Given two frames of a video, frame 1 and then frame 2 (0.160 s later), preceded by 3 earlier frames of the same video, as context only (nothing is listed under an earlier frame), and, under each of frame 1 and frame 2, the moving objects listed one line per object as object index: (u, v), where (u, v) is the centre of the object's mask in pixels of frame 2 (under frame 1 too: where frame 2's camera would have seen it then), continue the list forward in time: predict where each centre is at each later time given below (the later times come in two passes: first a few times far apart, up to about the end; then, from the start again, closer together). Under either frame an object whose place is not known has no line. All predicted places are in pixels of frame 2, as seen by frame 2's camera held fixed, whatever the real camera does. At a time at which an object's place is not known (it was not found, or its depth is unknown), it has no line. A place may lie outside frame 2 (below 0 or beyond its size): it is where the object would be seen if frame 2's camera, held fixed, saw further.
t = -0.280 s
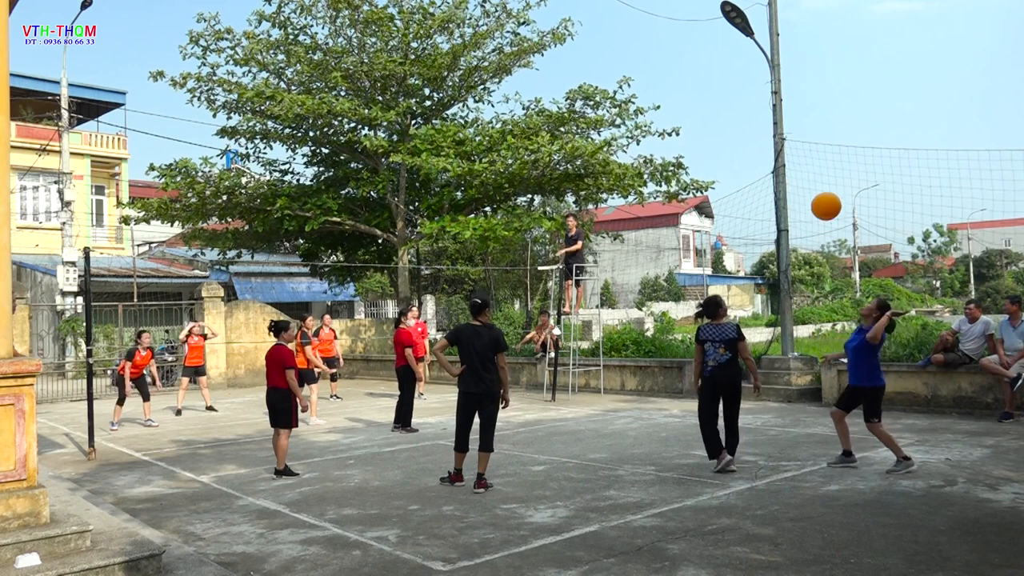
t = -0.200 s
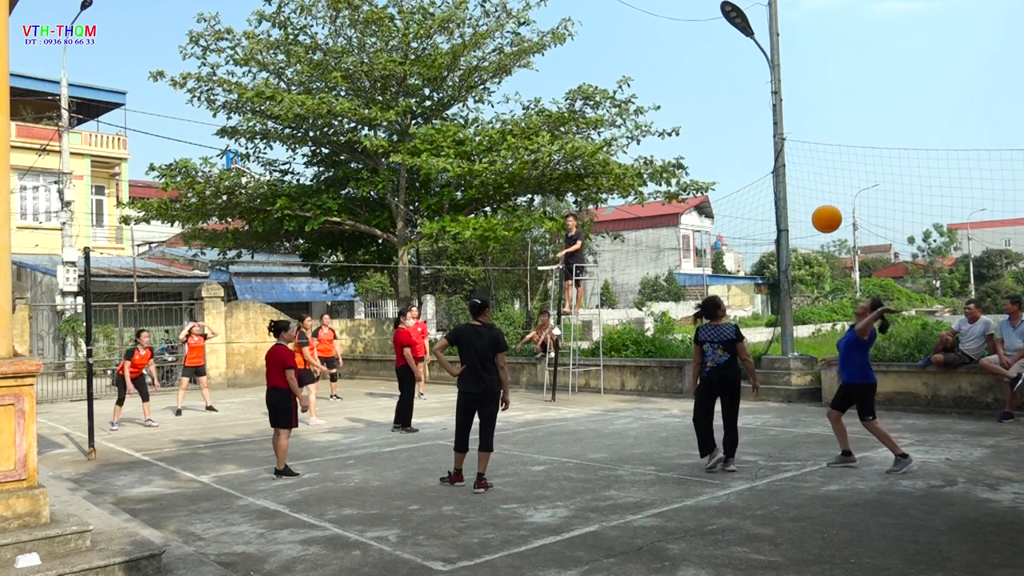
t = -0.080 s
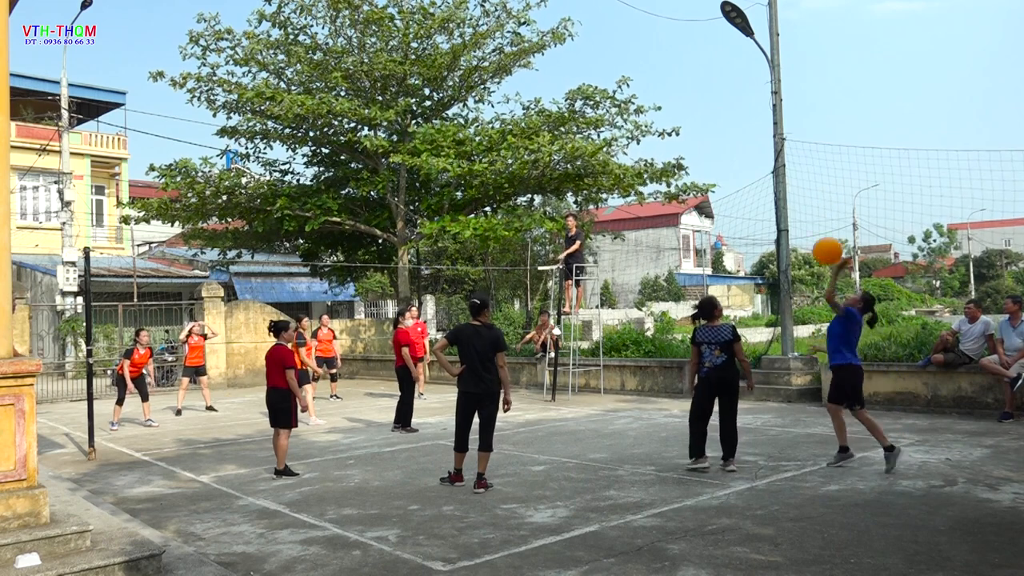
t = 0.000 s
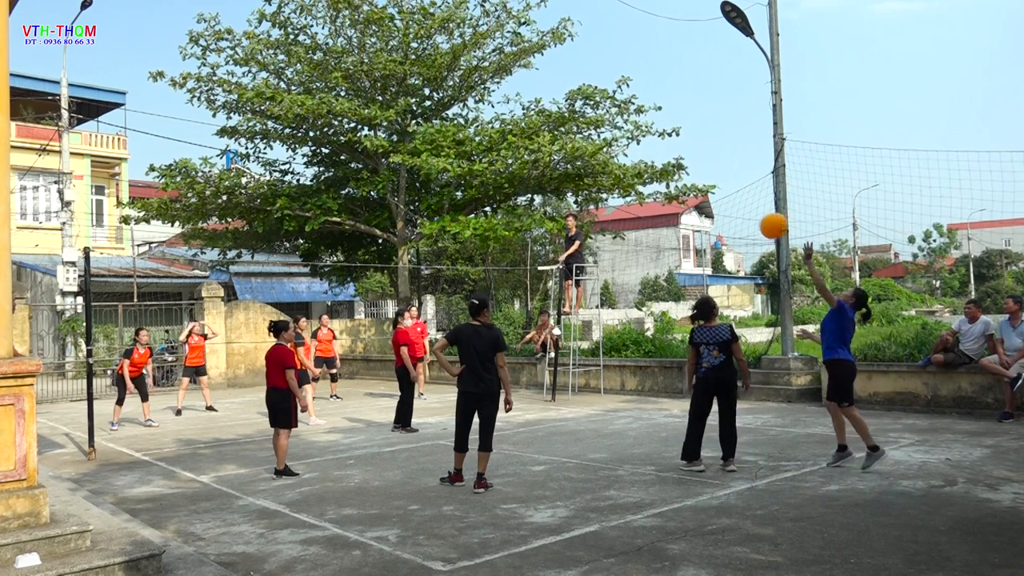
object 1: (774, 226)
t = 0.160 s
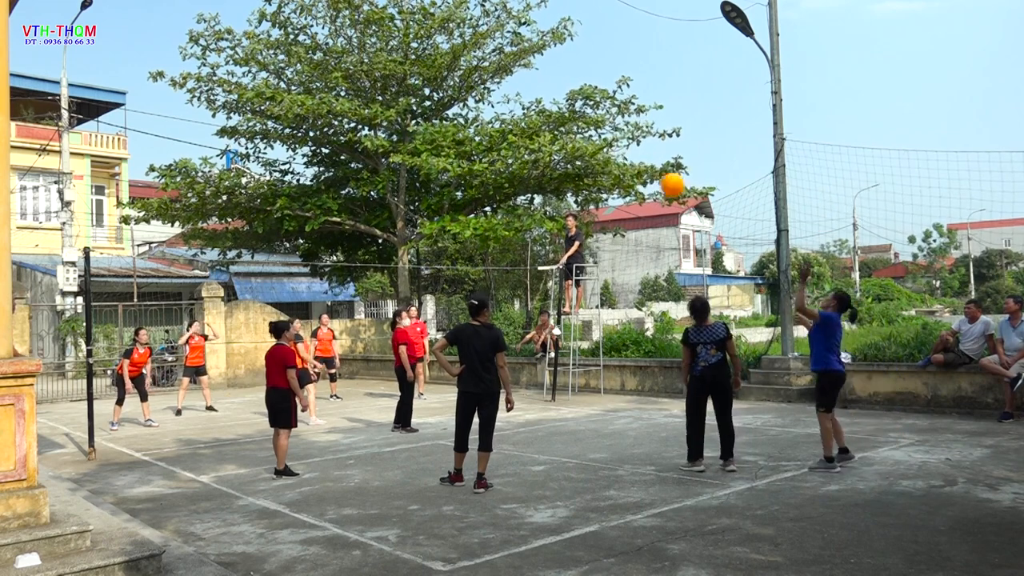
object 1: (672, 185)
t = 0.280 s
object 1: (612, 170)
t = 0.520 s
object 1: (518, 173)
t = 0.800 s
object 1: (434, 213)
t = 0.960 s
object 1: (395, 249)
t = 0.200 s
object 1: (651, 178)
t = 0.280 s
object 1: (612, 170)
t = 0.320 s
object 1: (594, 168)
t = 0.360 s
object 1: (578, 167)
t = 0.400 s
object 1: (562, 167)
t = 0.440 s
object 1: (547, 168)
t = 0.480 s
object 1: (532, 170)
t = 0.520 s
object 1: (518, 173)
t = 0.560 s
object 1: (504, 177)
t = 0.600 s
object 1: (491, 181)
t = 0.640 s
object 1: (479, 186)
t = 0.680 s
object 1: (467, 191)
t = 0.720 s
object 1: (455, 198)
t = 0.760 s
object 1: (444, 205)
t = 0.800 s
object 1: (434, 213)
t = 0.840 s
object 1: (423, 221)
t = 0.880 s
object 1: (414, 230)
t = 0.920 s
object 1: (404, 239)
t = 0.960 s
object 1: (395, 249)
